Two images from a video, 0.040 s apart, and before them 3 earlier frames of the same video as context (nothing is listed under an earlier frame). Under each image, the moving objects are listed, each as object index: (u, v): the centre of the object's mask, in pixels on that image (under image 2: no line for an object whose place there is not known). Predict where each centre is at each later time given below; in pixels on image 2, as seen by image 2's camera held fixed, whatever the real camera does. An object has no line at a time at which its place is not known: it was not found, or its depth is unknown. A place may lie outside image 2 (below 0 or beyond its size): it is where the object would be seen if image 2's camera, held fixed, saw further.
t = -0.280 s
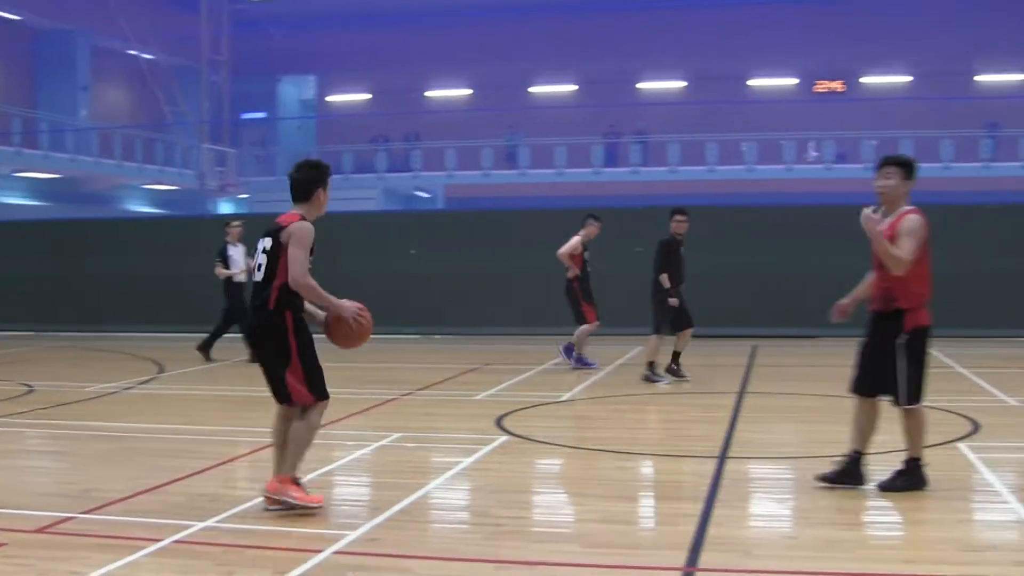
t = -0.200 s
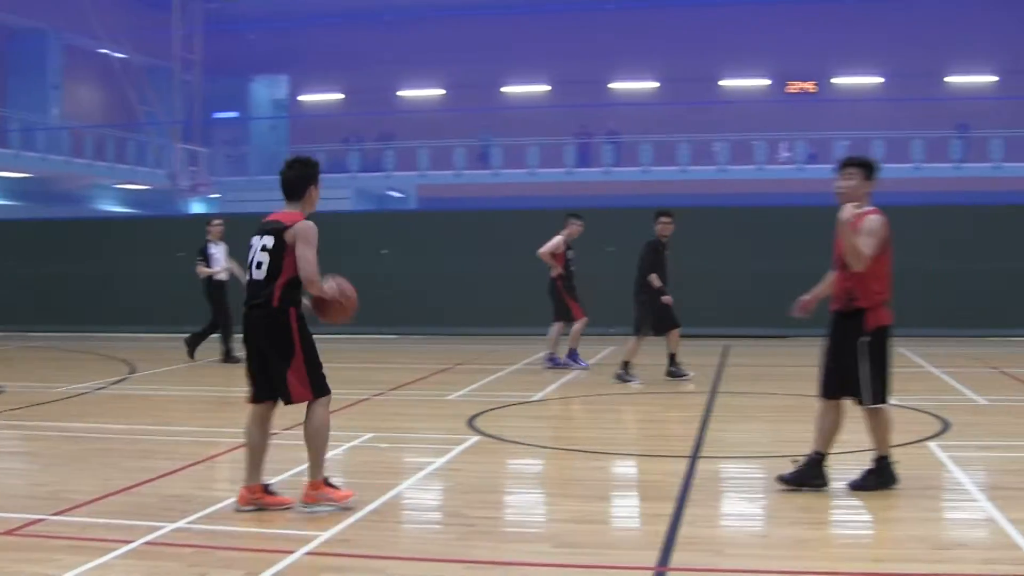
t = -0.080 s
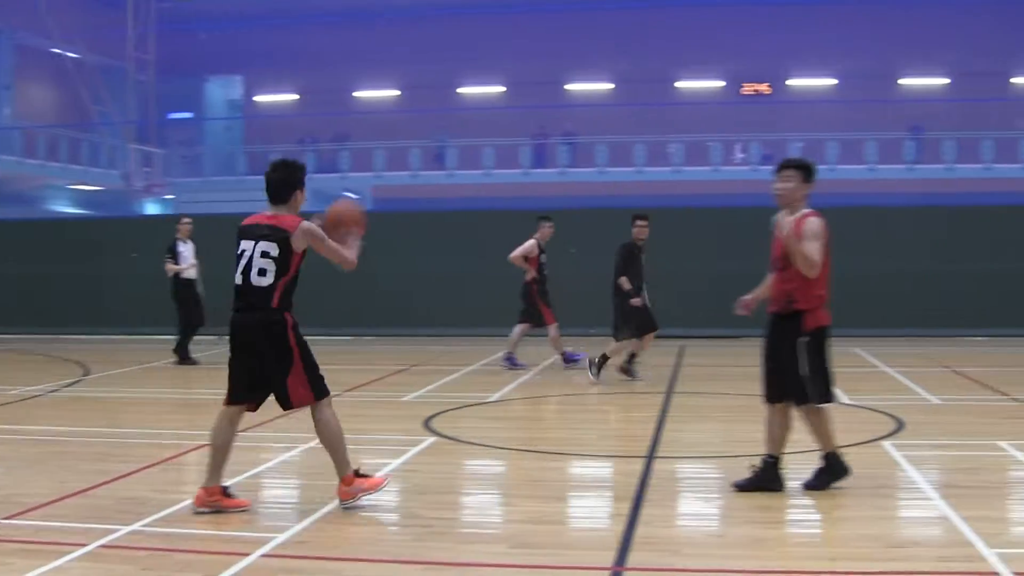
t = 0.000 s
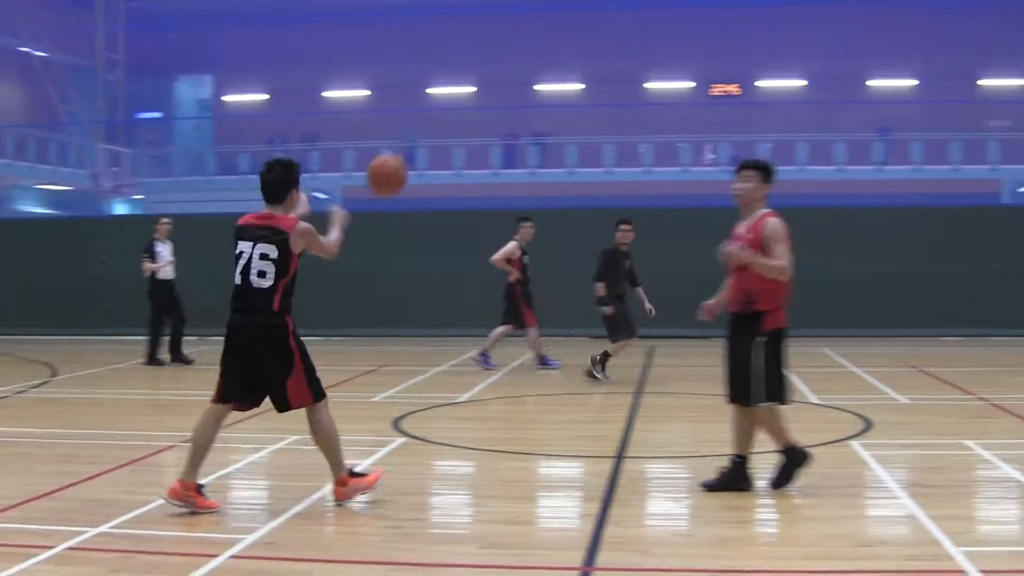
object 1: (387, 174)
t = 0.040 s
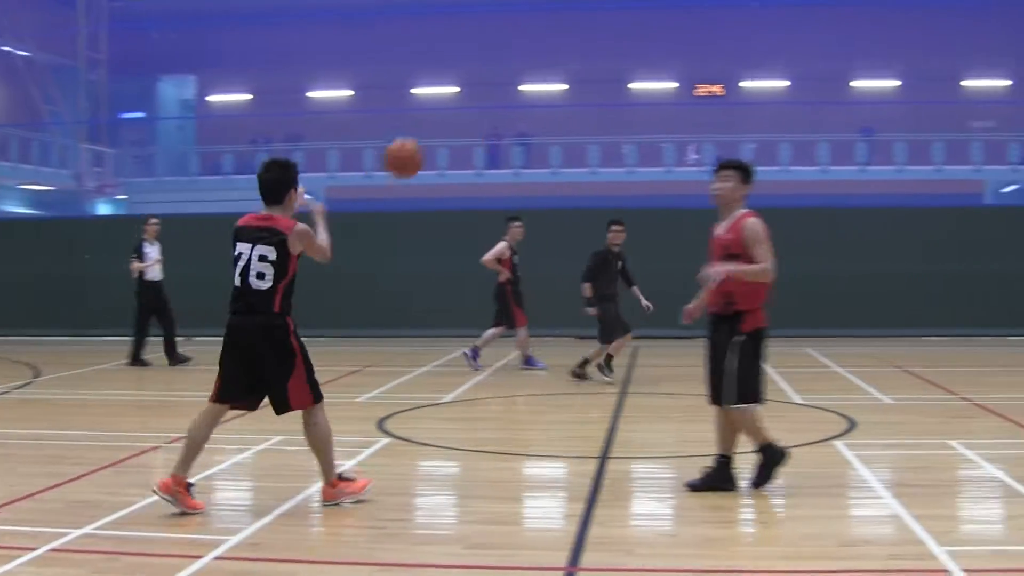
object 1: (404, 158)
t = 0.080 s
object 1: (430, 144)
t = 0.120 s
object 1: (452, 133)
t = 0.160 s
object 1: (474, 127)
